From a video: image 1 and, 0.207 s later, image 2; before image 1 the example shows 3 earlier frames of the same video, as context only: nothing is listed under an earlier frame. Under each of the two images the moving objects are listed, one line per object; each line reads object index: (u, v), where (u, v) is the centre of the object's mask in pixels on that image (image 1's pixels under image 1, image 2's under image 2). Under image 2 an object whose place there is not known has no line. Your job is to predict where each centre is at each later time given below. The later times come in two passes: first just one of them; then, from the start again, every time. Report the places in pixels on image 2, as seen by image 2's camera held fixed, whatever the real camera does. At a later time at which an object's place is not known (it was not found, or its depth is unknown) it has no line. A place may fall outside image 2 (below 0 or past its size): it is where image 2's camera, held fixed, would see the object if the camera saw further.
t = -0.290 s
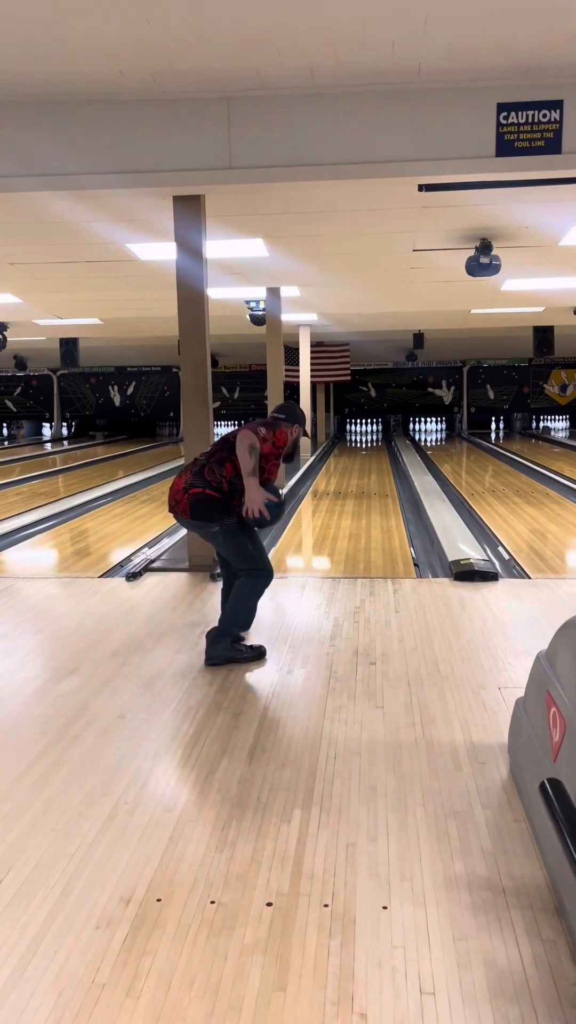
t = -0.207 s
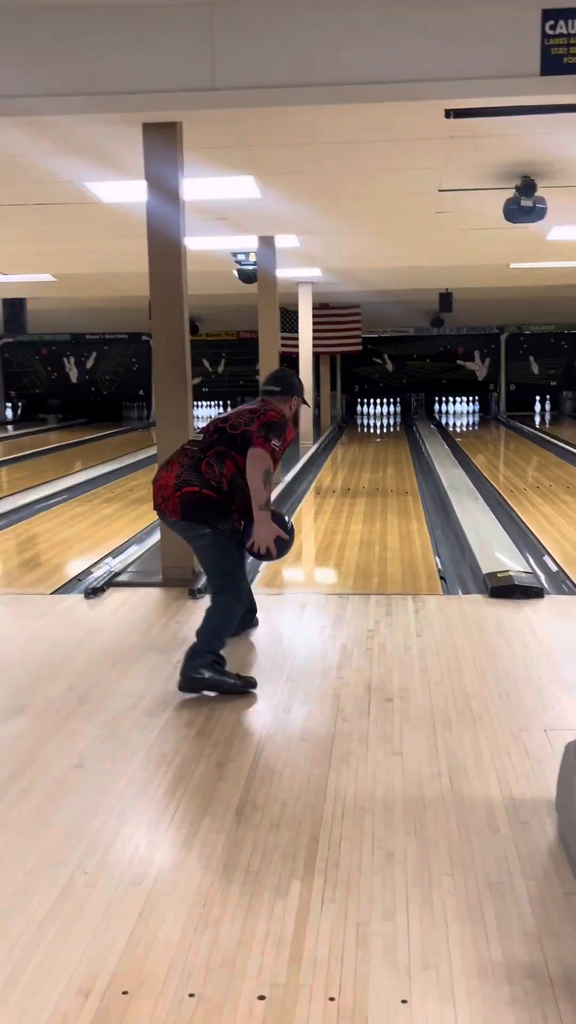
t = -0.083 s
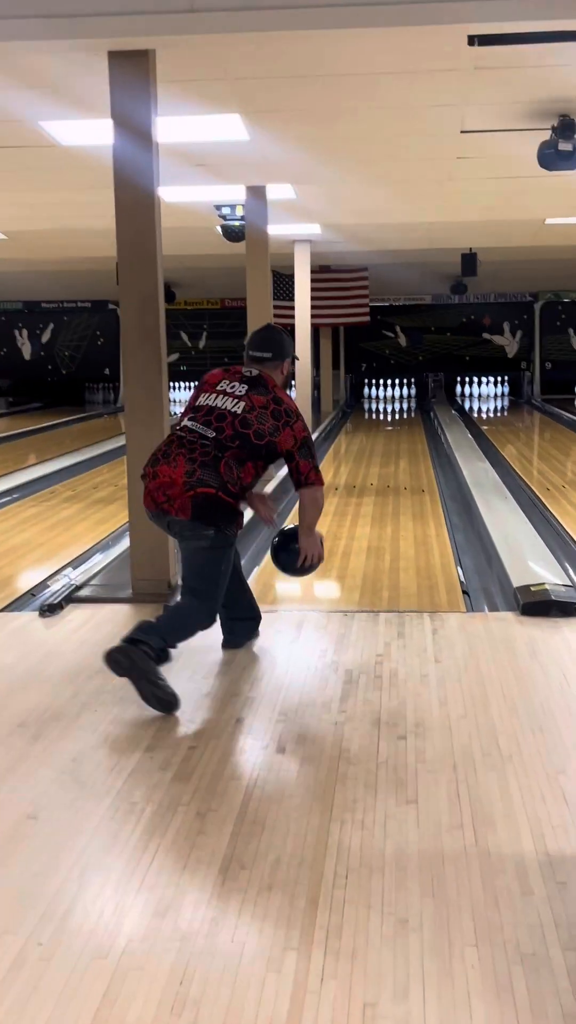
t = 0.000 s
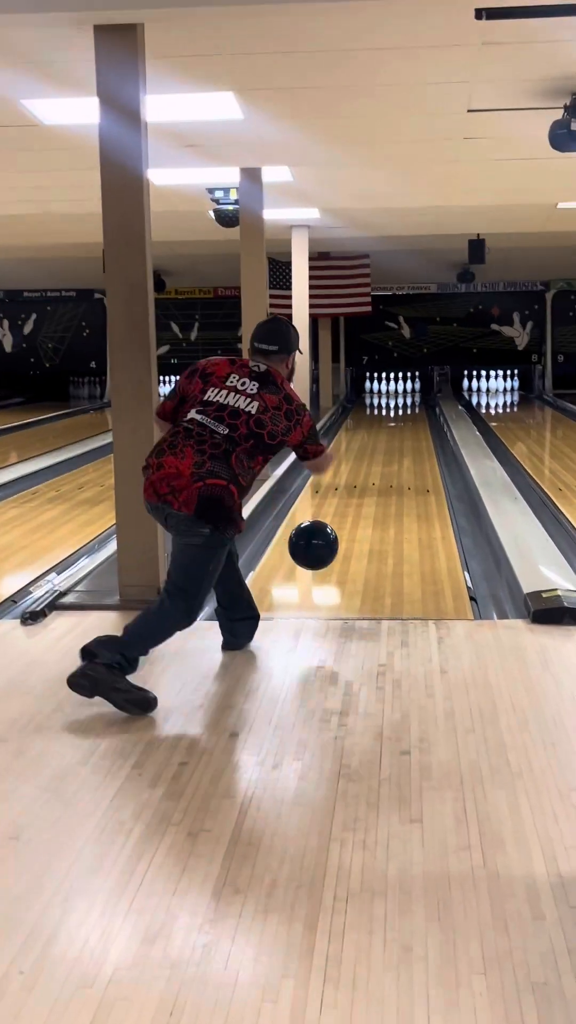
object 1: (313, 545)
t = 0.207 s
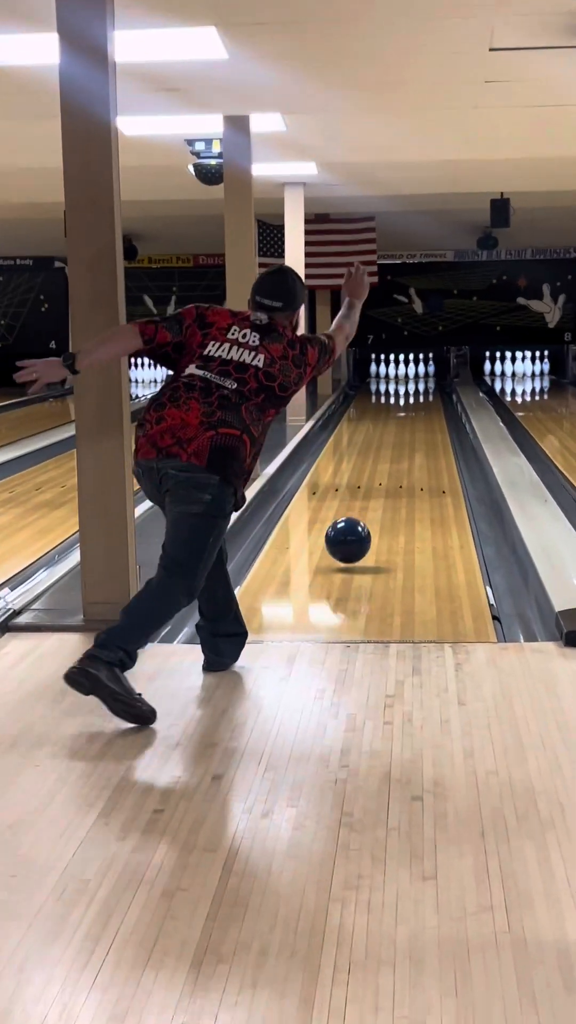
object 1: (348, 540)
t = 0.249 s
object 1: (353, 534)
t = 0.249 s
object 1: (353, 534)
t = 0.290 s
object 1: (358, 530)
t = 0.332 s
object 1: (362, 522)
